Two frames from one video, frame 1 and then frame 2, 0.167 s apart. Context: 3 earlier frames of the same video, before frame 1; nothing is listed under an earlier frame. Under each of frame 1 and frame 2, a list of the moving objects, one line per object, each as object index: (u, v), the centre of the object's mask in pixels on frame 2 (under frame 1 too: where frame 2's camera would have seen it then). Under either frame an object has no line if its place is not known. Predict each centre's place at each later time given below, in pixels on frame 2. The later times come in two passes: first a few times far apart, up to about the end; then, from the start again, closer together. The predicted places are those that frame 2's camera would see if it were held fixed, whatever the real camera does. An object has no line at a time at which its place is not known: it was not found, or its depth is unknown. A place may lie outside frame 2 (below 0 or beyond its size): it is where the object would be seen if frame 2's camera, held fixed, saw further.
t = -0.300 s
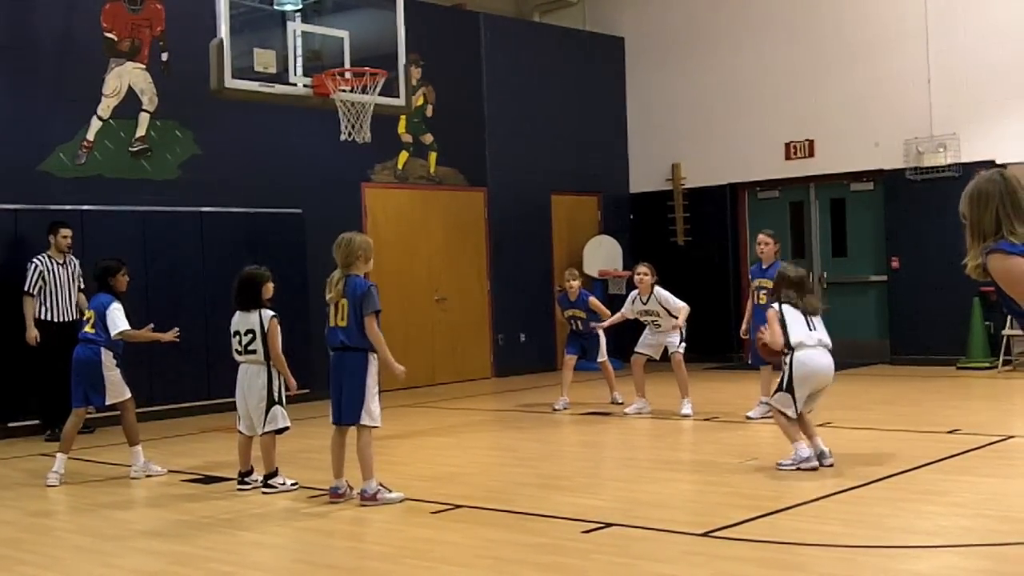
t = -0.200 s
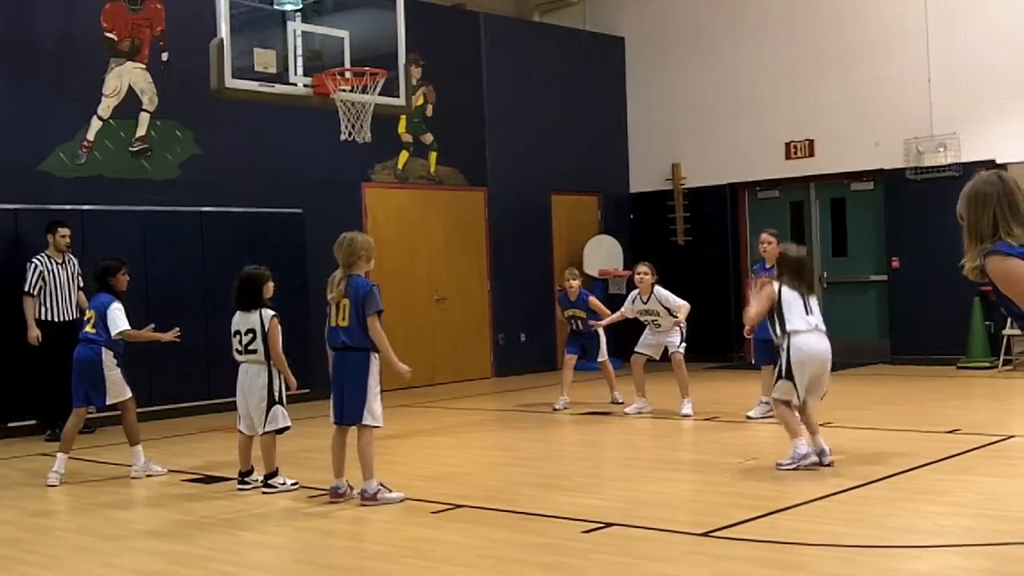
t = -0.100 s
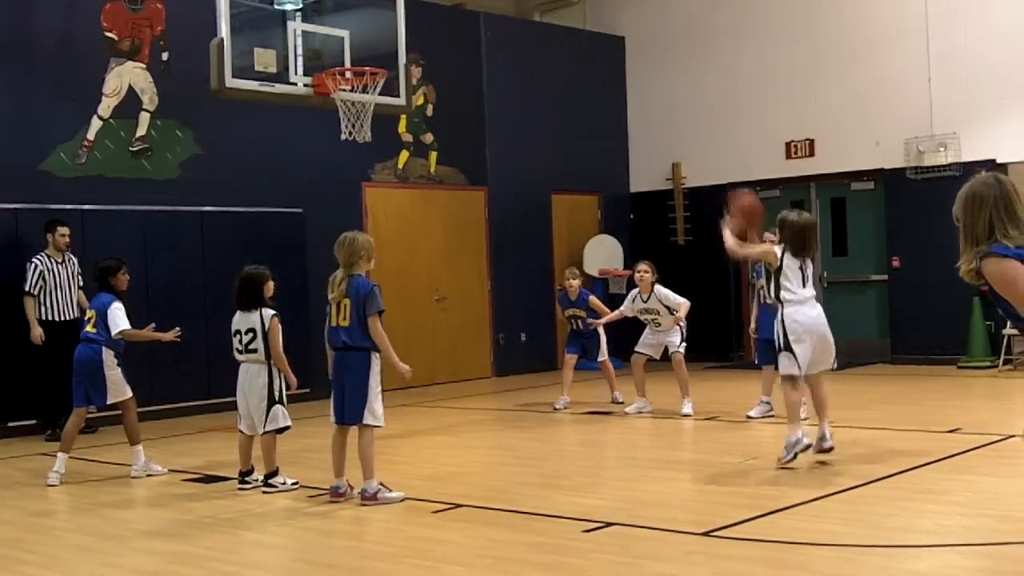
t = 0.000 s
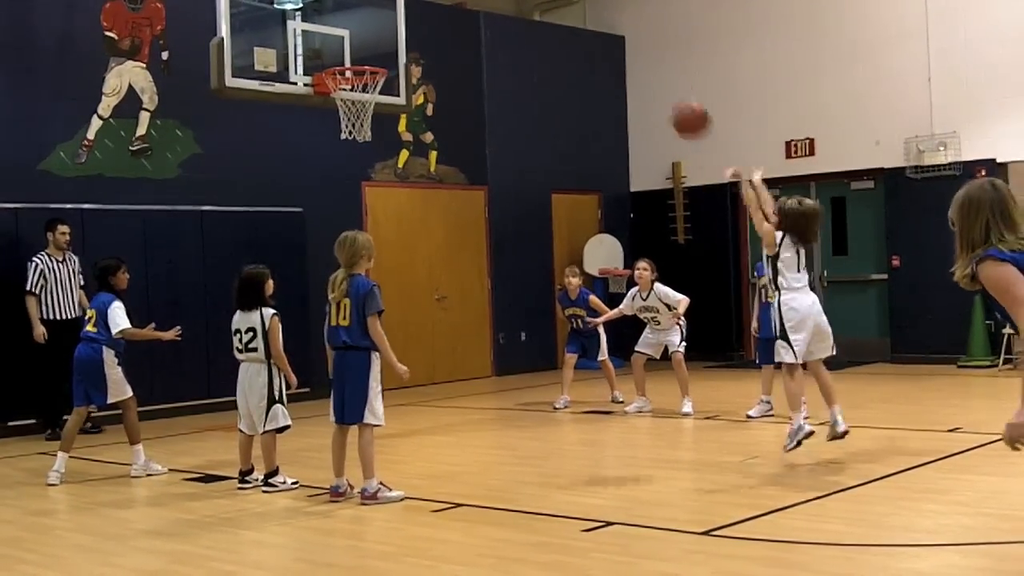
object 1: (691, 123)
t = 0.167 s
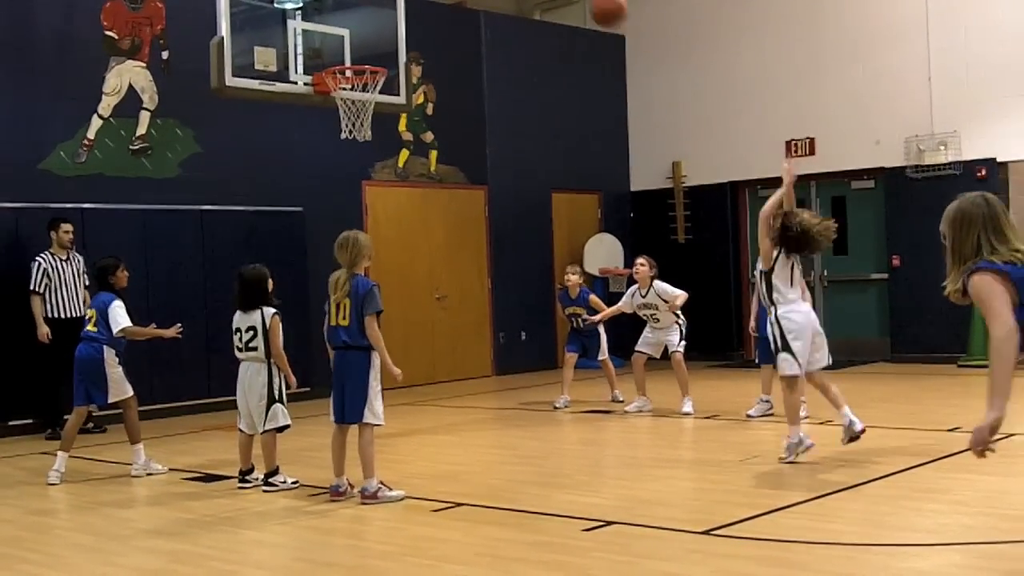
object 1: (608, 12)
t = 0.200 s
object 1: (592, 5)
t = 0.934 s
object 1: (332, 45)
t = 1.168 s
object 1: (375, 103)
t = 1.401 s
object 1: (382, 151)
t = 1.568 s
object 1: (395, 234)
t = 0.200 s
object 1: (592, 5)
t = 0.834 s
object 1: (347, 9)
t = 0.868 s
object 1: (338, 17)
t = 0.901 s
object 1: (328, 33)
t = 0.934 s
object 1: (332, 45)
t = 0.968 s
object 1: (340, 54)
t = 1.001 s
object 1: (350, 59)
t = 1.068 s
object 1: (366, 101)
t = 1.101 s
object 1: (366, 106)
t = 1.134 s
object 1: (375, 105)
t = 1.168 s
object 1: (375, 103)
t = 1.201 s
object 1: (378, 105)
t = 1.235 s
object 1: (380, 109)
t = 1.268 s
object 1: (380, 113)
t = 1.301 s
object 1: (381, 121)
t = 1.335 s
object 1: (381, 130)
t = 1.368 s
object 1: (380, 138)
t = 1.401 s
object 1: (382, 151)
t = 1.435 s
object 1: (384, 164)
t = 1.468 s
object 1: (386, 177)
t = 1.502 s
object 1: (390, 198)
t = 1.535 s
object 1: (392, 215)
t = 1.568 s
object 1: (395, 234)
